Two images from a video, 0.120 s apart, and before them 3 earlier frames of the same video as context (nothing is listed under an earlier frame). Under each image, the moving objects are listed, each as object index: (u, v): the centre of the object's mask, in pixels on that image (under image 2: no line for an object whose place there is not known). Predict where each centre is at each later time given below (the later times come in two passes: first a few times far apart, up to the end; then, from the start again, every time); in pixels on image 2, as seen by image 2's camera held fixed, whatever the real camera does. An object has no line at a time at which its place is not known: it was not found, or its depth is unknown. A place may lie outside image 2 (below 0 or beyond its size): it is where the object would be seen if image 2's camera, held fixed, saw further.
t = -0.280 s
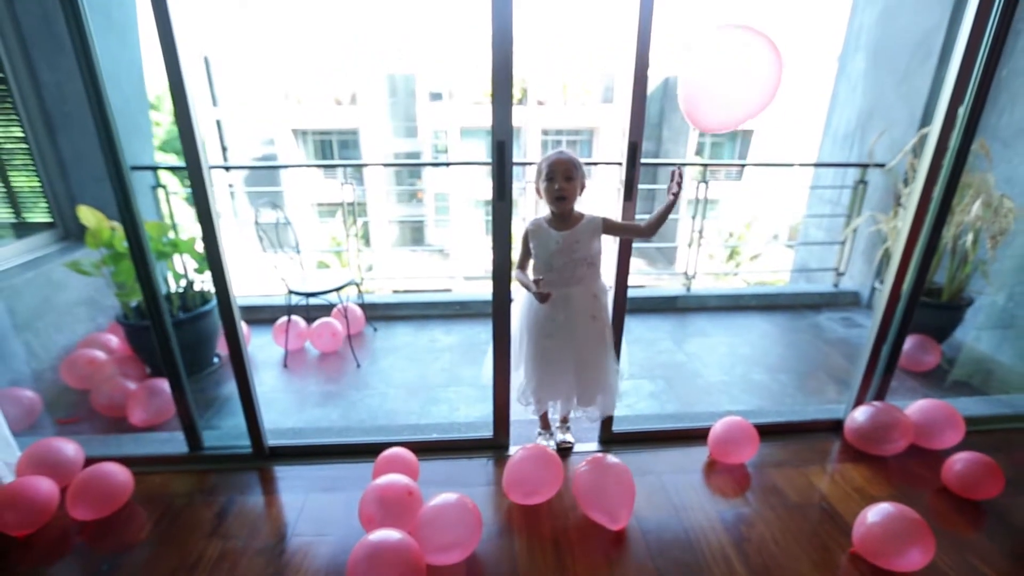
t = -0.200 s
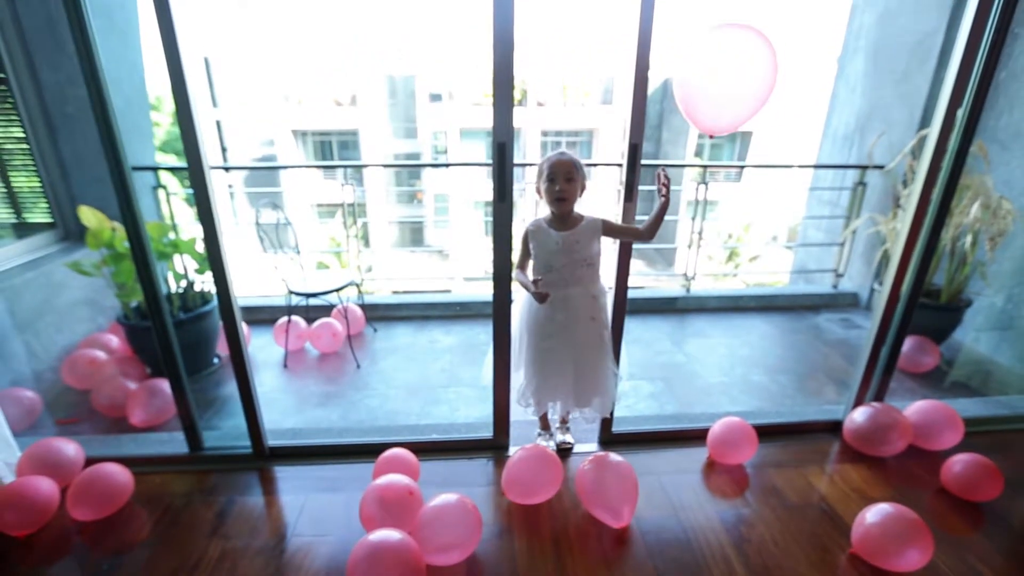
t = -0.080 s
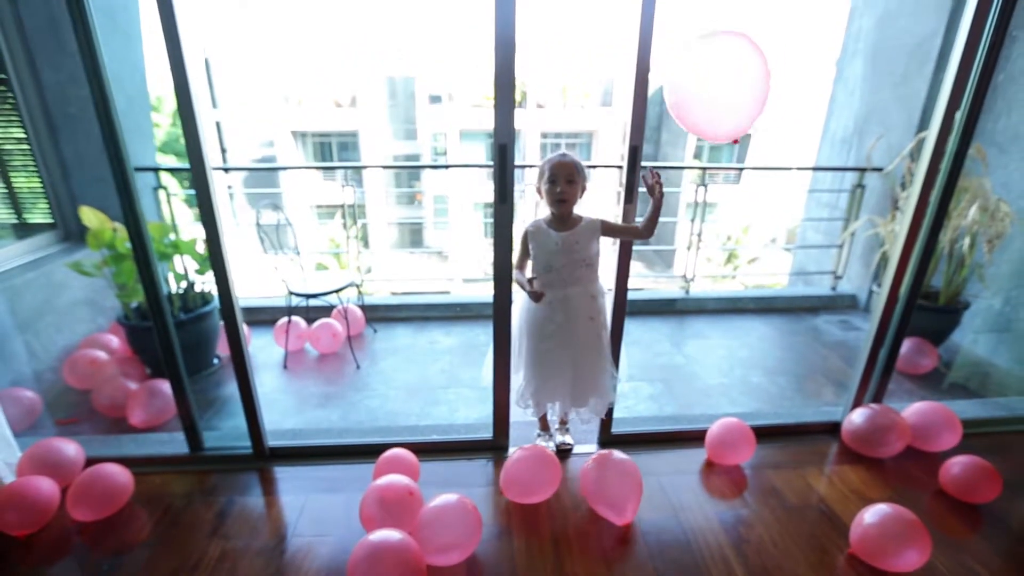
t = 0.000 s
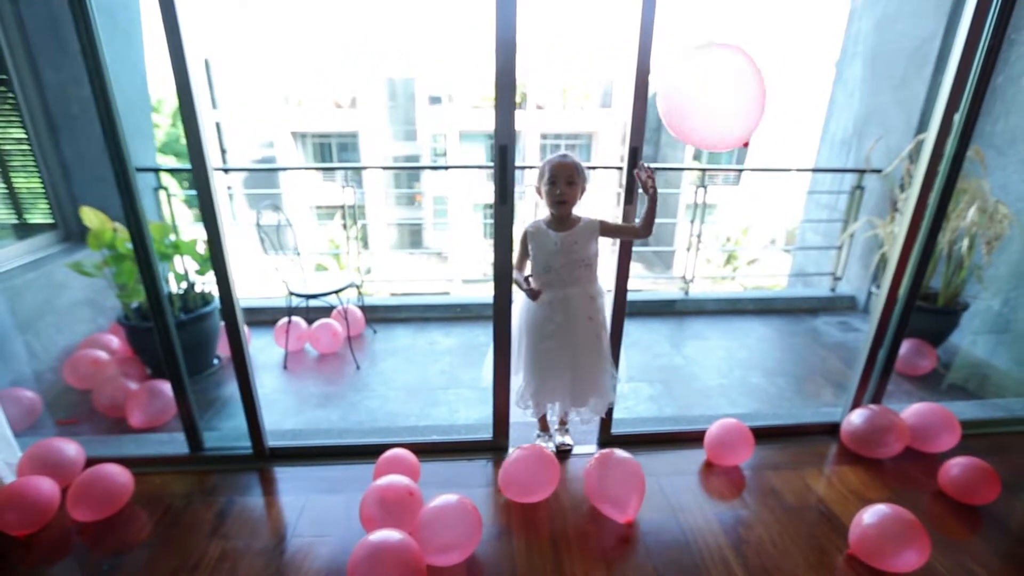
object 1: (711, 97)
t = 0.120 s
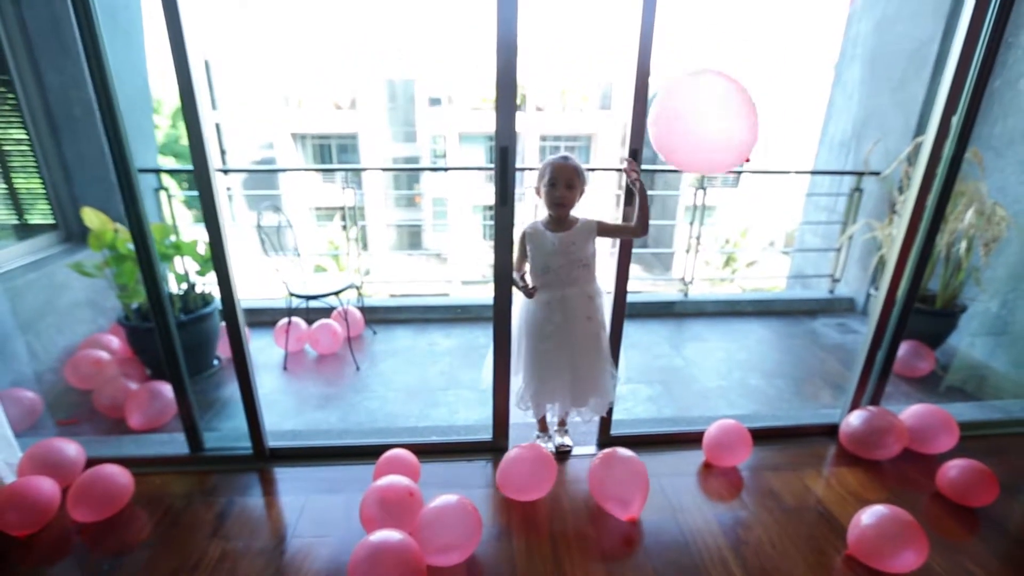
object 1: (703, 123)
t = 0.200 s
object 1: (697, 143)
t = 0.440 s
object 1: (678, 224)
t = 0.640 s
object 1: (663, 309)
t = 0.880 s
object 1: (651, 403)
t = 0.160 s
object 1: (700, 133)
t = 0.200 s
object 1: (697, 143)
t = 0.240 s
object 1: (694, 154)
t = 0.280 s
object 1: (691, 167)
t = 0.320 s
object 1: (688, 180)
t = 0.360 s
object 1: (684, 194)
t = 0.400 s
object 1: (681, 209)
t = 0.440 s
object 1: (678, 224)
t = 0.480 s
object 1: (674, 241)
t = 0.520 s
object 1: (672, 258)
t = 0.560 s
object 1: (669, 275)
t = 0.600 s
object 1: (666, 292)
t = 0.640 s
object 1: (663, 309)
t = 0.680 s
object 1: (661, 326)
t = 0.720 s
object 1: (659, 342)
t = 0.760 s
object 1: (657, 357)
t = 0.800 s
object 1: (655, 373)
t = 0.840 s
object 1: (653, 388)
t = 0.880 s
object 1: (651, 403)
